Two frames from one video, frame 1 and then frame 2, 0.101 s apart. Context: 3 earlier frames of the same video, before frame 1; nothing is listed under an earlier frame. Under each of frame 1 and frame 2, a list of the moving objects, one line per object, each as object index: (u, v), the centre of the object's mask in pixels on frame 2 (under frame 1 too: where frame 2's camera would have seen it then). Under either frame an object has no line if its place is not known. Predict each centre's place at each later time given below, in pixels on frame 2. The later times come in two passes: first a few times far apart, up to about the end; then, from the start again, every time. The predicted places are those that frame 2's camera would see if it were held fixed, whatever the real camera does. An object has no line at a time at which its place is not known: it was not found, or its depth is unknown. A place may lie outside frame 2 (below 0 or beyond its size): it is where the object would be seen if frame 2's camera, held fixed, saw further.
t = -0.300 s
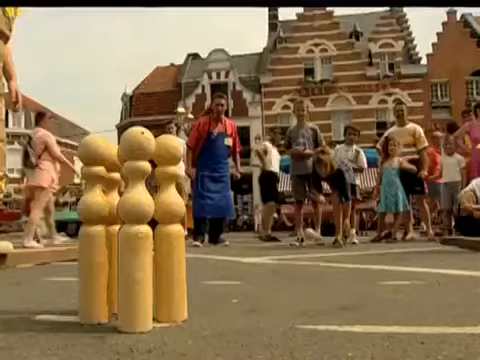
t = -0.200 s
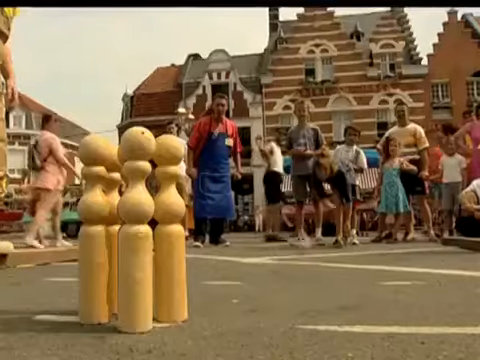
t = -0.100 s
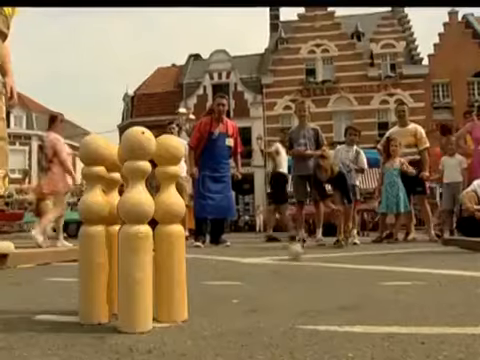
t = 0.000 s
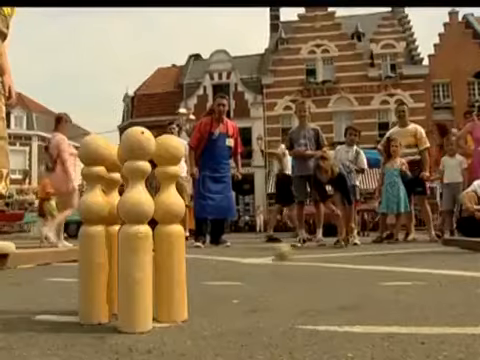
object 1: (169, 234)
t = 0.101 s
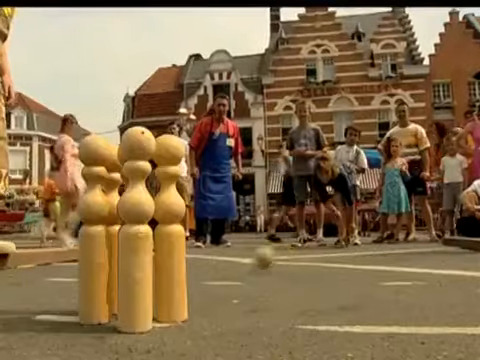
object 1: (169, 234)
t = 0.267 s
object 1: (169, 234)
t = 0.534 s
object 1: (174, 282)
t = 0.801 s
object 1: (225, 306)
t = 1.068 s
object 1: (277, 303)
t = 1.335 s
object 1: (321, 300)
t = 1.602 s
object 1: (359, 298)
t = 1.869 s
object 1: (395, 296)
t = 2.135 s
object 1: (420, 293)
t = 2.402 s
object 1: (435, 289)
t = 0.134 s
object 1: (169, 234)
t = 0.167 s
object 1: (169, 234)
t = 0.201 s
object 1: (169, 234)
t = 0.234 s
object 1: (169, 234)
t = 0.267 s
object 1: (169, 234)
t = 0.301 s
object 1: (169, 234)
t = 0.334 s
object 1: (169, 235)
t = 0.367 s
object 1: (168, 235)
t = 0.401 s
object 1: (169, 240)
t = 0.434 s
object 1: (170, 250)
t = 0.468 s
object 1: (172, 268)
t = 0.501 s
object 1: (173, 276)
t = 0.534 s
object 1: (174, 282)
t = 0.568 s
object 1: (177, 293)
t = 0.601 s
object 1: (179, 297)
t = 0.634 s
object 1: (184, 298)
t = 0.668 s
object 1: (195, 306)
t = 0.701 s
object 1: (202, 304)
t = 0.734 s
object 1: (209, 305)
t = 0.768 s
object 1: (218, 306)
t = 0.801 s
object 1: (225, 306)
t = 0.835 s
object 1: (232, 306)
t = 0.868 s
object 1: (237, 305)
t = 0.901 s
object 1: (244, 305)
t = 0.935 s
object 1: (251, 305)
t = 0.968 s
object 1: (258, 304)
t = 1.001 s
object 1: (265, 304)
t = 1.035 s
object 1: (270, 303)
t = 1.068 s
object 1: (277, 303)
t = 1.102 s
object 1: (284, 303)
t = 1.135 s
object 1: (289, 302)
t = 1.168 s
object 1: (294, 302)
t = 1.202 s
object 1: (301, 301)
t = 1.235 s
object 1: (305, 301)
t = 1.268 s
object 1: (310, 300)
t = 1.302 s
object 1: (315, 299)
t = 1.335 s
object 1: (321, 300)
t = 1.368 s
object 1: (325, 300)
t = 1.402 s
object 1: (332, 299)
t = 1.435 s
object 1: (336, 299)
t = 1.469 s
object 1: (341, 299)
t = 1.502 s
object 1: (346, 299)
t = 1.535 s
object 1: (350, 299)
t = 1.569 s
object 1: (354, 298)
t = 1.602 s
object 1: (359, 298)
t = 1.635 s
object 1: (363, 298)
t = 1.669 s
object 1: (369, 298)
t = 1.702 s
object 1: (372, 297)
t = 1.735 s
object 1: (378, 297)
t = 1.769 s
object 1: (382, 297)
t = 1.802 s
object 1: (387, 297)
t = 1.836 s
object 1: (391, 297)
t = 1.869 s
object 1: (395, 296)
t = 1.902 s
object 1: (399, 296)
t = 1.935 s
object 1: (403, 295)
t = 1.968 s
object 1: (406, 295)
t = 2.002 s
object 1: (410, 295)
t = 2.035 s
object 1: (414, 295)
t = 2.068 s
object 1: (417, 295)
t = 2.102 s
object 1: (418, 294)
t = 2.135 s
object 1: (420, 293)
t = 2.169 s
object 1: (422, 293)
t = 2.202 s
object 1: (424, 292)
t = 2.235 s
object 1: (426, 292)
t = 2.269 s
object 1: (428, 291)
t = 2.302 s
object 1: (430, 290)
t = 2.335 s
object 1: (431, 290)
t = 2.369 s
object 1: (434, 289)
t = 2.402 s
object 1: (435, 289)
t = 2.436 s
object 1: (437, 288)
